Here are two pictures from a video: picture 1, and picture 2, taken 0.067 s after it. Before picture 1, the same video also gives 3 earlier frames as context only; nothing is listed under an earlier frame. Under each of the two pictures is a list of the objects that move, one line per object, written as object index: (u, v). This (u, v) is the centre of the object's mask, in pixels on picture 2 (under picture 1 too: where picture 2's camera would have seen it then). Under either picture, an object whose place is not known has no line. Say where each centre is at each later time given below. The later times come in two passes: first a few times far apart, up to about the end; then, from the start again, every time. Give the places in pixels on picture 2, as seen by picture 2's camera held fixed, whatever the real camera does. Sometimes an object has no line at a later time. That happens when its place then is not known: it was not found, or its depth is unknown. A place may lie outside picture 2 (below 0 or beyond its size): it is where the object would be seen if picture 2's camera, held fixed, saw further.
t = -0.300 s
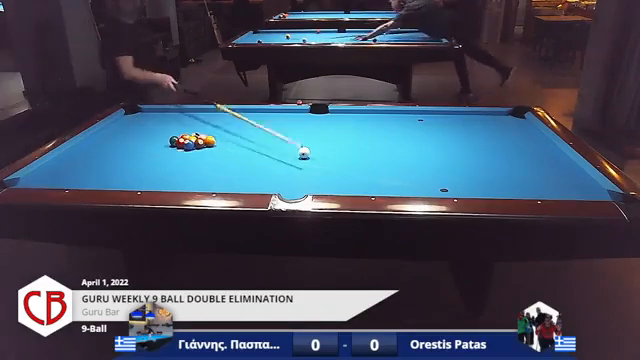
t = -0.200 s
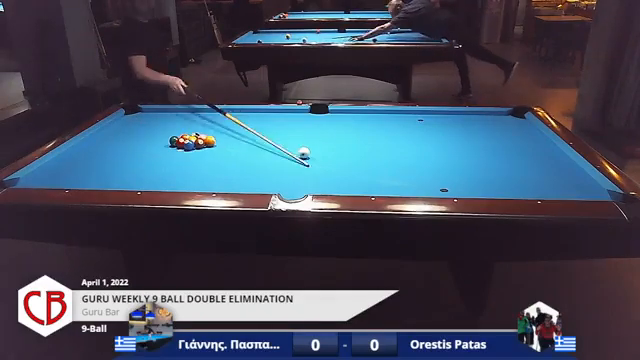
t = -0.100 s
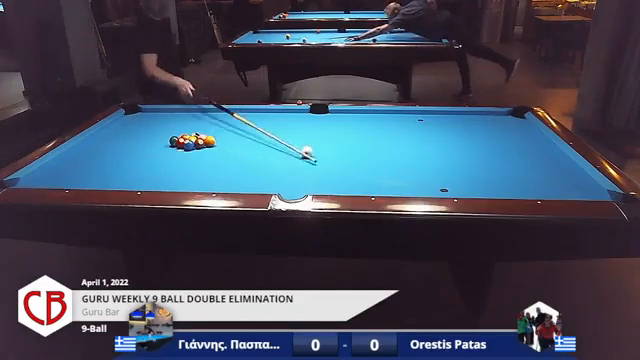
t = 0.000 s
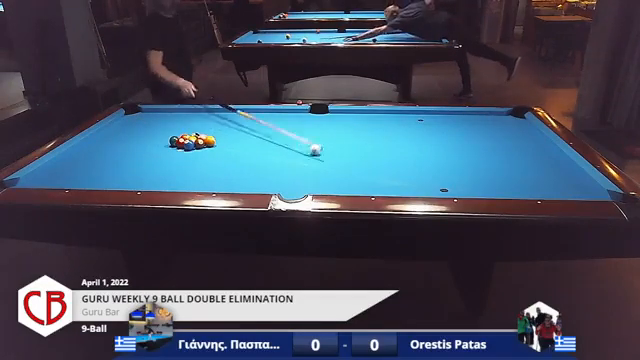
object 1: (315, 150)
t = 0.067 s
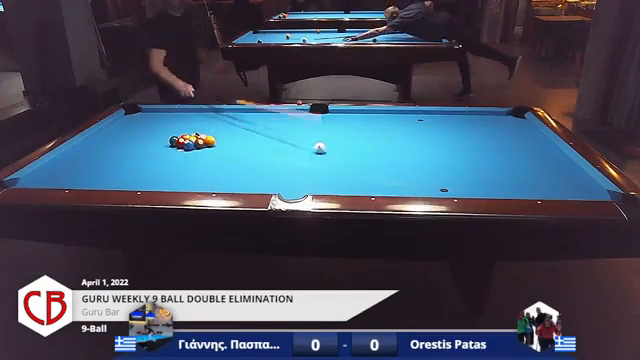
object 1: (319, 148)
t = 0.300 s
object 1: (336, 143)
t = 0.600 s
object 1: (355, 136)
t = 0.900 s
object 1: (372, 131)
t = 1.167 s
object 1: (385, 126)
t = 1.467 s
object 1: (399, 122)
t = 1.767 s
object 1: (411, 118)
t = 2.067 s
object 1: (423, 114)
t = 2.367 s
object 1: (432, 113)
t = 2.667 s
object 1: (439, 114)
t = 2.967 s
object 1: (446, 116)
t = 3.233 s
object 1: (451, 117)
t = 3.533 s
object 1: (455, 118)
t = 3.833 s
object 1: (459, 118)
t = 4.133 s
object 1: (462, 119)
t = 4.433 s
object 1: (464, 119)
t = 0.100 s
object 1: (322, 147)
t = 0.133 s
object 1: (324, 146)
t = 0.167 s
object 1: (327, 146)
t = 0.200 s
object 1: (329, 145)
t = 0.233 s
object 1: (331, 144)
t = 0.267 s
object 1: (334, 143)
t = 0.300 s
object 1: (336, 143)
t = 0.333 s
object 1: (338, 142)
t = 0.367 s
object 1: (341, 141)
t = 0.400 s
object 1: (343, 140)
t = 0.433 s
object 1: (345, 140)
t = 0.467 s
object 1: (347, 139)
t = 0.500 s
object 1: (349, 138)
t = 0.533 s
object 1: (351, 138)
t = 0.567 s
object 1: (353, 137)
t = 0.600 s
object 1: (355, 136)
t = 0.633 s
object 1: (357, 136)
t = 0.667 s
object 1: (359, 135)
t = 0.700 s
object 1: (361, 134)
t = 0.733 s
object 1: (362, 134)
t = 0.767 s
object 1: (365, 133)
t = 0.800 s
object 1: (367, 133)
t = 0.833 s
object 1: (369, 132)
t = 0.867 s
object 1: (370, 131)
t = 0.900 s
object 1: (372, 131)
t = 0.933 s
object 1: (374, 130)
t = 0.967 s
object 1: (375, 129)
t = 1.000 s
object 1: (377, 129)
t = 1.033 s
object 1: (379, 129)
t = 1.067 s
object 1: (380, 128)
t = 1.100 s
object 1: (382, 127)
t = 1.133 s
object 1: (384, 127)
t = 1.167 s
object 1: (385, 126)
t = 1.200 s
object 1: (387, 126)
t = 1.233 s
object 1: (389, 125)
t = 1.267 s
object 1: (390, 124)
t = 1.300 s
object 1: (392, 124)
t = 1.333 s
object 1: (393, 124)
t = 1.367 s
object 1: (395, 123)
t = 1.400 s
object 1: (396, 123)
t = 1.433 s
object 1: (398, 122)
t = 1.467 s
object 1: (399, 122)
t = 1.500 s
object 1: (401, 121)
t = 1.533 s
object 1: (402, 121)
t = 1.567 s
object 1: (403, 120)
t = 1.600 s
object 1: (405, 120)
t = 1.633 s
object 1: (407, 119)
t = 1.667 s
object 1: (408, 119)
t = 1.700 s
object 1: (409, 119)
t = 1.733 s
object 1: (410, 118)
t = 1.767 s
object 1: (411, 118)
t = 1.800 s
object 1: (413, 117)
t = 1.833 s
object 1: (414, 117)
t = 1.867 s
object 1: (416, 117)
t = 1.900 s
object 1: (417, 116)
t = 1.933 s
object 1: (418, 116)
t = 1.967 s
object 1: (419, 116)
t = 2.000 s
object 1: (421, 115)
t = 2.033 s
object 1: (422, 115)
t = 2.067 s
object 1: (423, 114)
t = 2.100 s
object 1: (424, 114)
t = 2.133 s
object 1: (425, 114)
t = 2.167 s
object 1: (426, 113)
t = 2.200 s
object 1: (427, 113)
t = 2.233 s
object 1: (428, 113)
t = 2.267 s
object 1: (429, 112)
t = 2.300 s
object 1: (430, 112)
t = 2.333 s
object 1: (431, 112)
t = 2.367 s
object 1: (432, 113)
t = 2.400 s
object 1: (433, 113)
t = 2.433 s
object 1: (434, 113)
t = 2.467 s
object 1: (435, 113)
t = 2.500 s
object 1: (435, 113)
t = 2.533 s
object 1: (436, 114)
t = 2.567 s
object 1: (437, 114)
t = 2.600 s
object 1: (438, 114)
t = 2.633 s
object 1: (439, 114)
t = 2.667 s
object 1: (439, 114)
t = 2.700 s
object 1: (440, 114)
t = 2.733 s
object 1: (441, 114)
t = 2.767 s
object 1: (442, 115)
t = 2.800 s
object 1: (442, 115)
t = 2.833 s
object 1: (443, 115)
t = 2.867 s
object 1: (444, 115)
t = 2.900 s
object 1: (445, 115)
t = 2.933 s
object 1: (445, 116)
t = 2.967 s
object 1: (446, 116)
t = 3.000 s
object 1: (446, 116)
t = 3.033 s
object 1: (447, 116)
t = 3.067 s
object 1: (448, 116)
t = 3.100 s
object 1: (448, 116)
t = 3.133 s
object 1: (449, 116)
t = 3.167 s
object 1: (450, 117)
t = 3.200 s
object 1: (450, 116)
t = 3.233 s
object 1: (451, 117)
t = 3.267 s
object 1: (451, 117)
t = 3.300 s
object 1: (452, 117)
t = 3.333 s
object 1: (453, 117)
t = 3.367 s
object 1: (453, 117)
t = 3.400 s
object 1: (454, 117)
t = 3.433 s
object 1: (454, 117)
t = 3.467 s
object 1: (455, 117)
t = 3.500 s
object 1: (455, 117)
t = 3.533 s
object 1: (455, 118)
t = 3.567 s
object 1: (456, 118)
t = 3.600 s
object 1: (456, 118)
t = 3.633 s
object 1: (457, 118)
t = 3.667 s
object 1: (457, 118)
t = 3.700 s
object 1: (458, 118)
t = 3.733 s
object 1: (458, 118)
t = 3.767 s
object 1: (459, 118)
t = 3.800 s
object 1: (459, 118)
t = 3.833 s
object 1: (459, 118)
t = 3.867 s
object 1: (460, 118)
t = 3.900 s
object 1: (460, 119)
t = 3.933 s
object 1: (461, 119)
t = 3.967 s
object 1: (461, 119)
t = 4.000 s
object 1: (461, 119)
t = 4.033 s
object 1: (461, 119)
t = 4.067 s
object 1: (462, 119)
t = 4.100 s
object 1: (462, 119)
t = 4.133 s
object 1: (462, 119)
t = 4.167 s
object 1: (462, 119)
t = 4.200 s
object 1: (463, 119)
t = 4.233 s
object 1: (463, 119)
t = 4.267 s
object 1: (463, 119)
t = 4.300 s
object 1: (463, 119)
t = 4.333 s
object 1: (463, 119)
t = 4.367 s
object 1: (464, 119)
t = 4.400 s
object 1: (464, 119)
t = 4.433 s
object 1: (464, 119)
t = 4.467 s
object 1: (464, 119)
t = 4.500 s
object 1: (465, 119)
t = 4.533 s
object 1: (464, 119)
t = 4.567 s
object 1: (464, 119)
